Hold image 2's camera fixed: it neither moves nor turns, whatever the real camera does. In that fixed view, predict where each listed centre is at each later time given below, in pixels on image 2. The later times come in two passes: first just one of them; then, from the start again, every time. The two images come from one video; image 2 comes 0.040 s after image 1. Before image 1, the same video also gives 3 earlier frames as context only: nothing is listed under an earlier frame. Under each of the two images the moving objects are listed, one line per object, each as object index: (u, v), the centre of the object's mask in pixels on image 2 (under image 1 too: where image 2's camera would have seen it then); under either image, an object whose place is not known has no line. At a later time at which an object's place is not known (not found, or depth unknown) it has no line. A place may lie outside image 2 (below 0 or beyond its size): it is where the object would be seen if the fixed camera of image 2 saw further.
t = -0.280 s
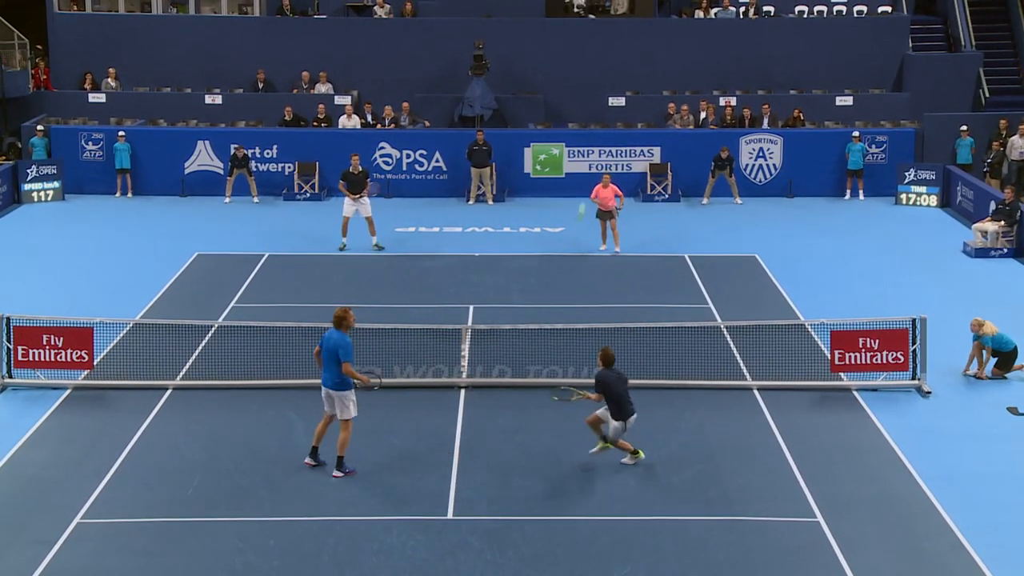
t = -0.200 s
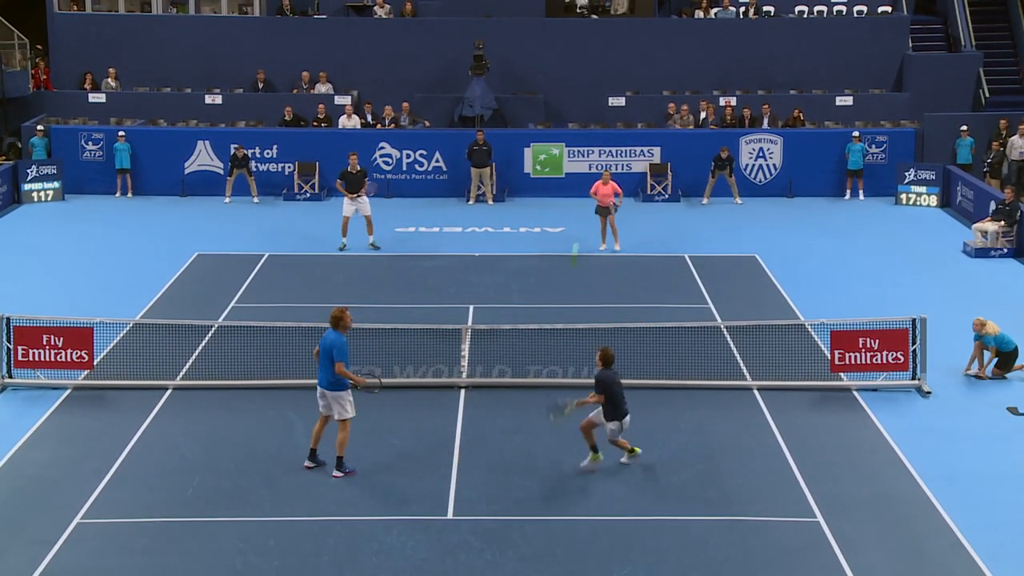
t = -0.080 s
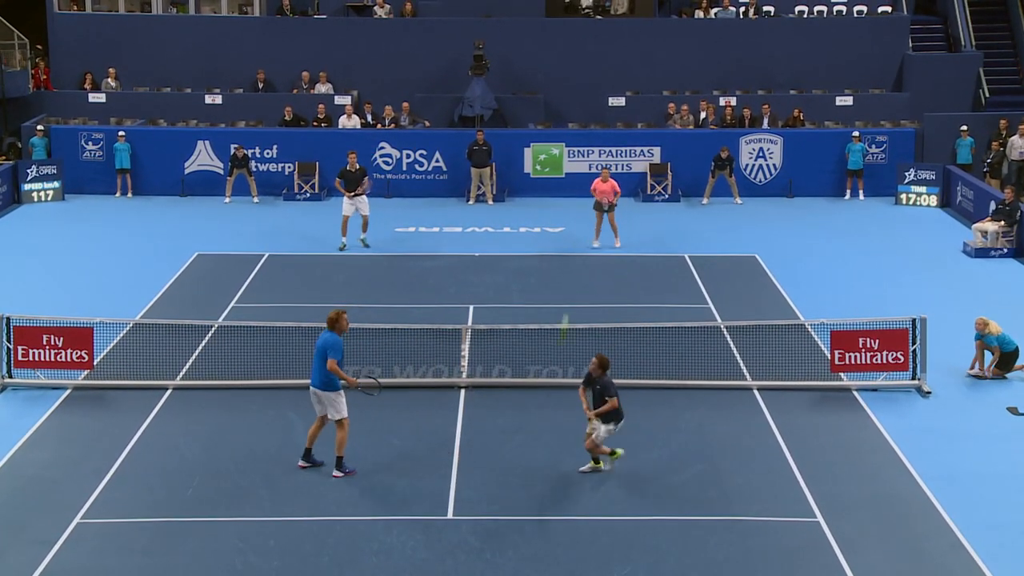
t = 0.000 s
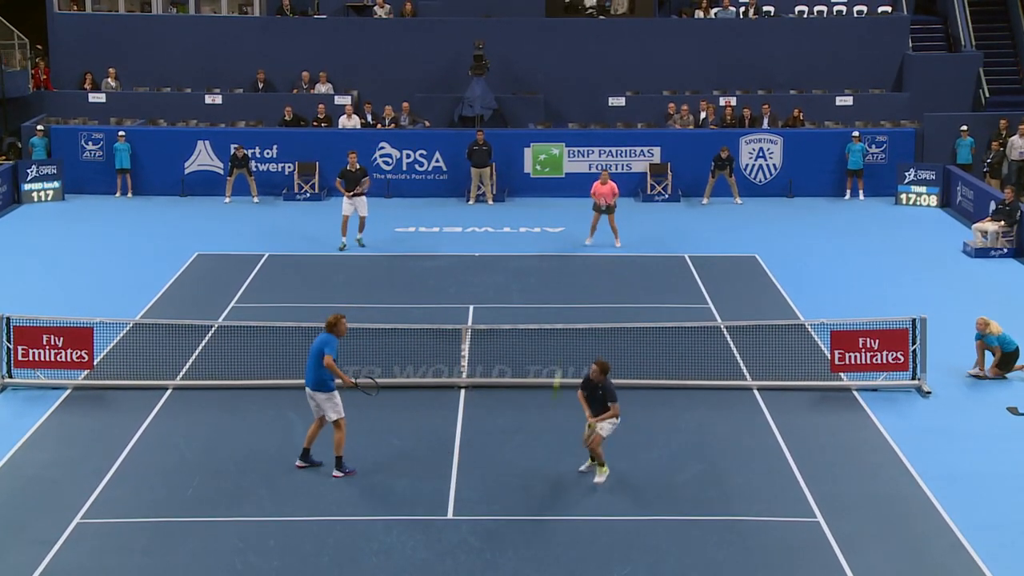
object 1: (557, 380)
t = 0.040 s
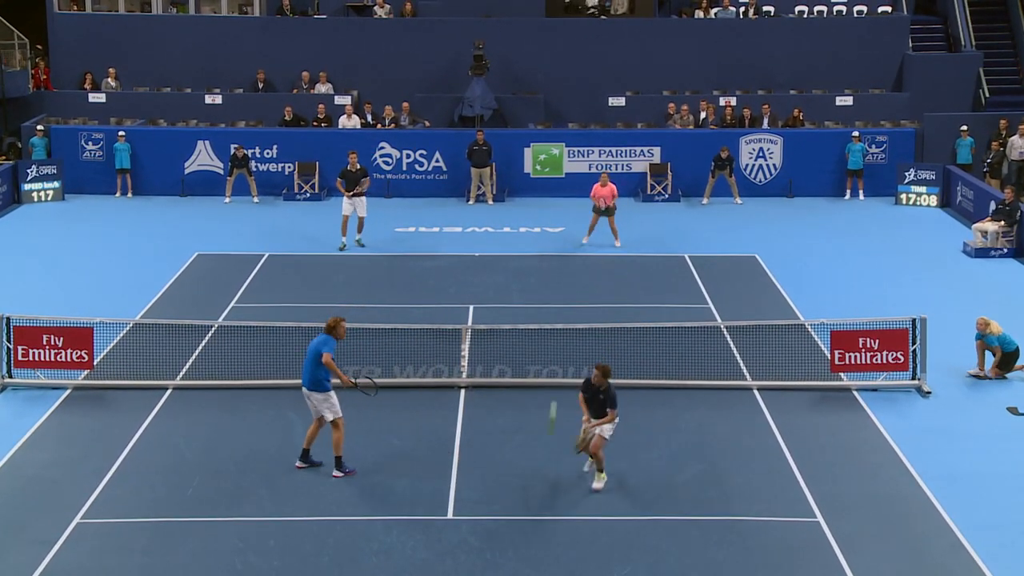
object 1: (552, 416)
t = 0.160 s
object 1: (541, 518)
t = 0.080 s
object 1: (549, 446)
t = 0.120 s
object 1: (544, 485)
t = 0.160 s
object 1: (541, 518)
